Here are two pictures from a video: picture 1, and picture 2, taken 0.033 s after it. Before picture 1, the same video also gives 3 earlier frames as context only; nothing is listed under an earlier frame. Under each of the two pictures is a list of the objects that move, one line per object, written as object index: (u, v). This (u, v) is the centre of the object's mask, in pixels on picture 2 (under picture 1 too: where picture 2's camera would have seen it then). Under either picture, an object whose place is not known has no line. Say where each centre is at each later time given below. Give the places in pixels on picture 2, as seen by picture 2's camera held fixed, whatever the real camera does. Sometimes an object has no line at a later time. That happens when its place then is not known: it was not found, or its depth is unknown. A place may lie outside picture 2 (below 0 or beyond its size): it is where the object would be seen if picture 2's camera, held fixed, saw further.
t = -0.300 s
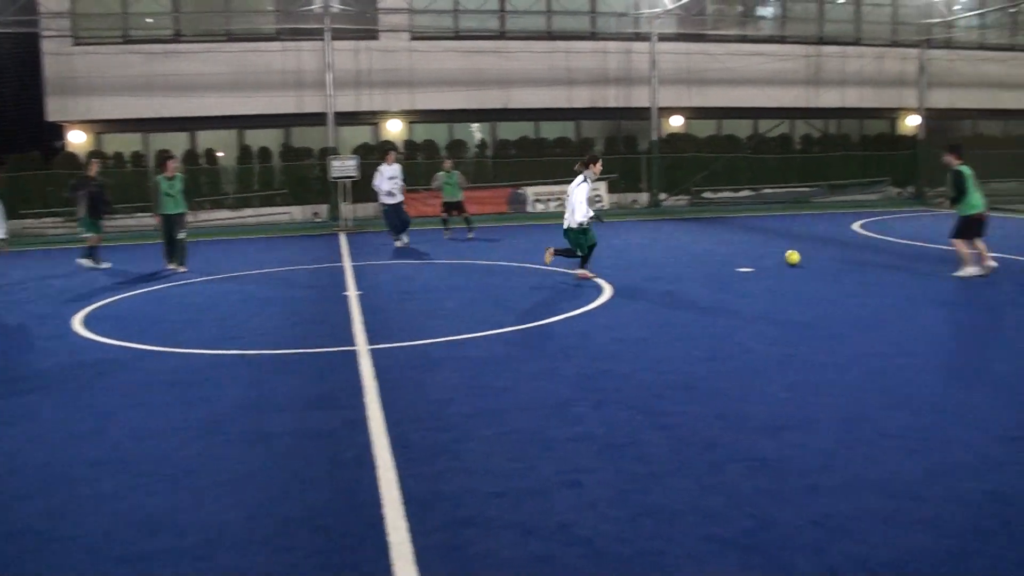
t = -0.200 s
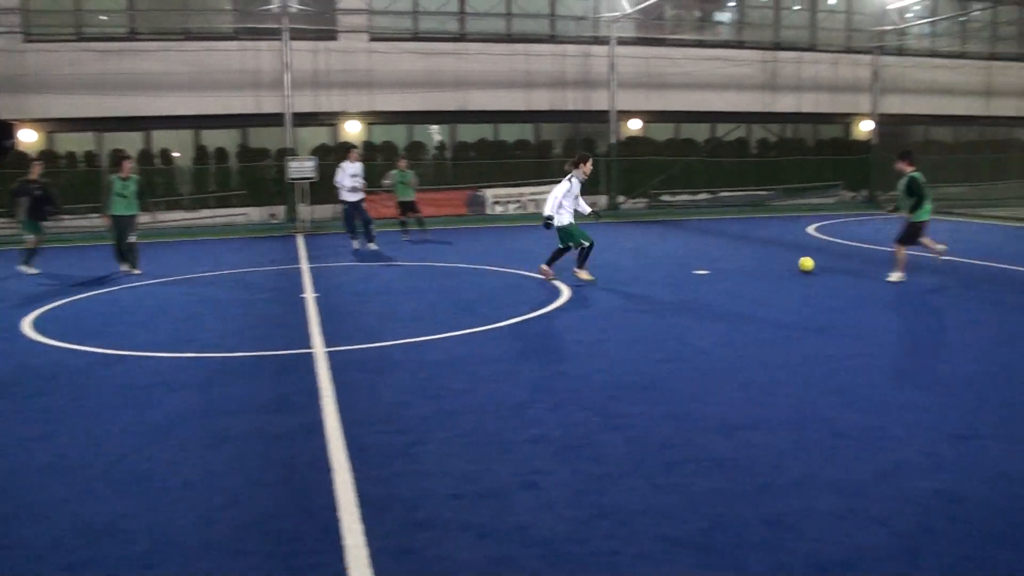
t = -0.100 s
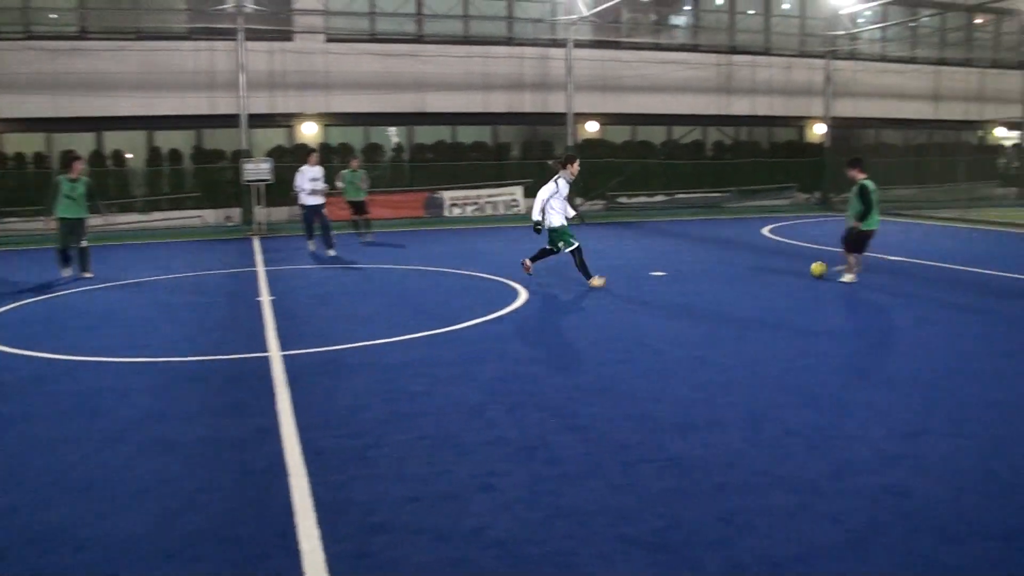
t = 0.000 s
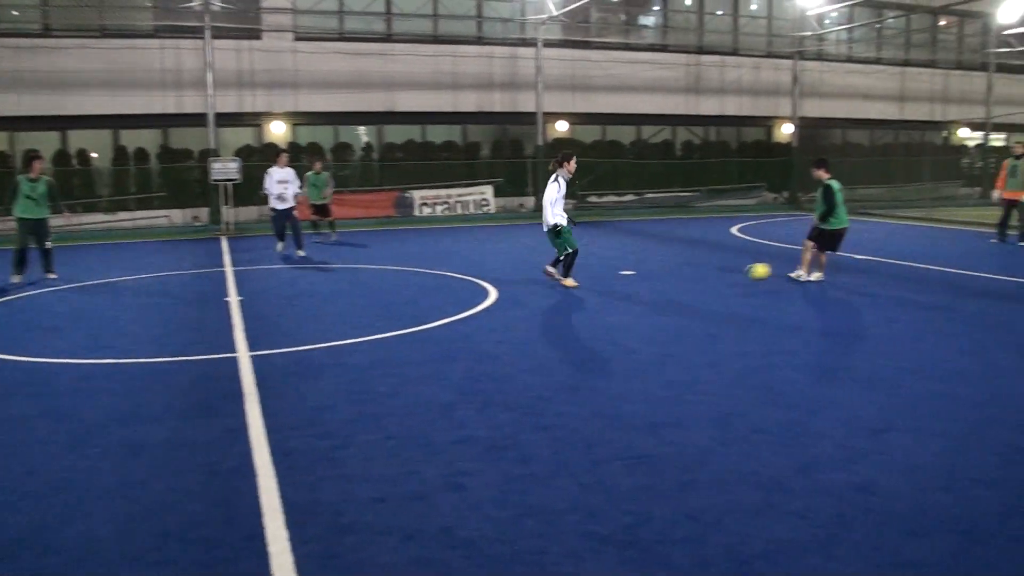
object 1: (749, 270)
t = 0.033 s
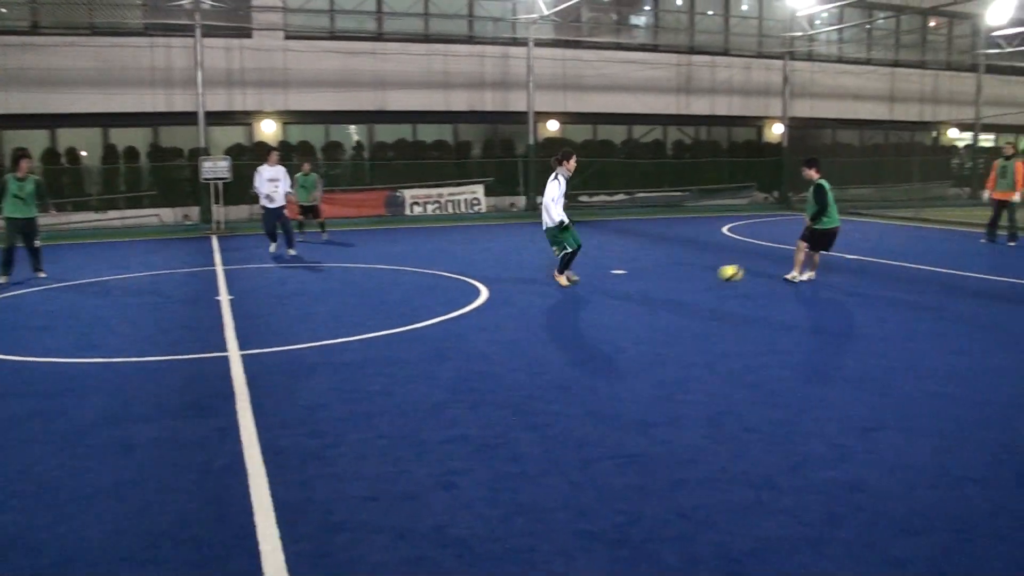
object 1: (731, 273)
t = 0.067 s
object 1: (712, 277)
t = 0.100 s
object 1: (691, 282)
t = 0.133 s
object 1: (669, 289)
